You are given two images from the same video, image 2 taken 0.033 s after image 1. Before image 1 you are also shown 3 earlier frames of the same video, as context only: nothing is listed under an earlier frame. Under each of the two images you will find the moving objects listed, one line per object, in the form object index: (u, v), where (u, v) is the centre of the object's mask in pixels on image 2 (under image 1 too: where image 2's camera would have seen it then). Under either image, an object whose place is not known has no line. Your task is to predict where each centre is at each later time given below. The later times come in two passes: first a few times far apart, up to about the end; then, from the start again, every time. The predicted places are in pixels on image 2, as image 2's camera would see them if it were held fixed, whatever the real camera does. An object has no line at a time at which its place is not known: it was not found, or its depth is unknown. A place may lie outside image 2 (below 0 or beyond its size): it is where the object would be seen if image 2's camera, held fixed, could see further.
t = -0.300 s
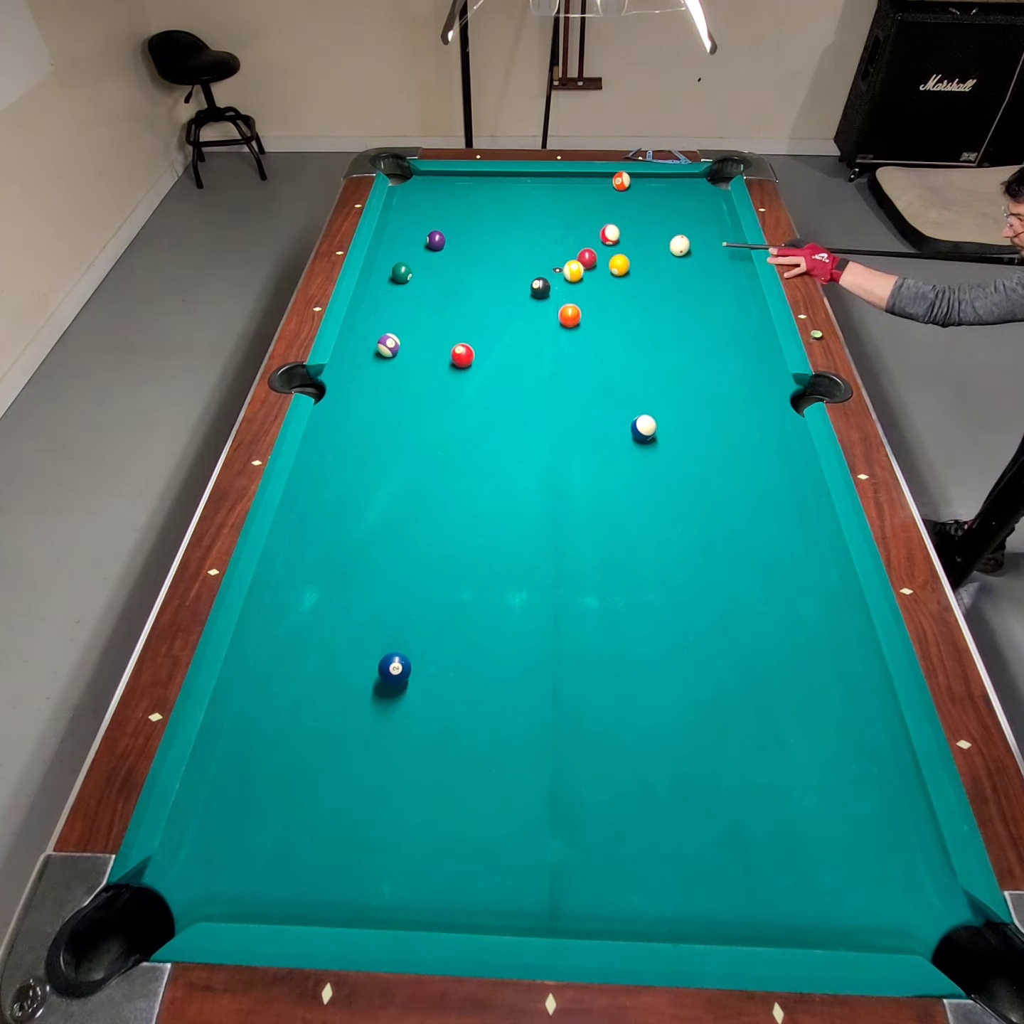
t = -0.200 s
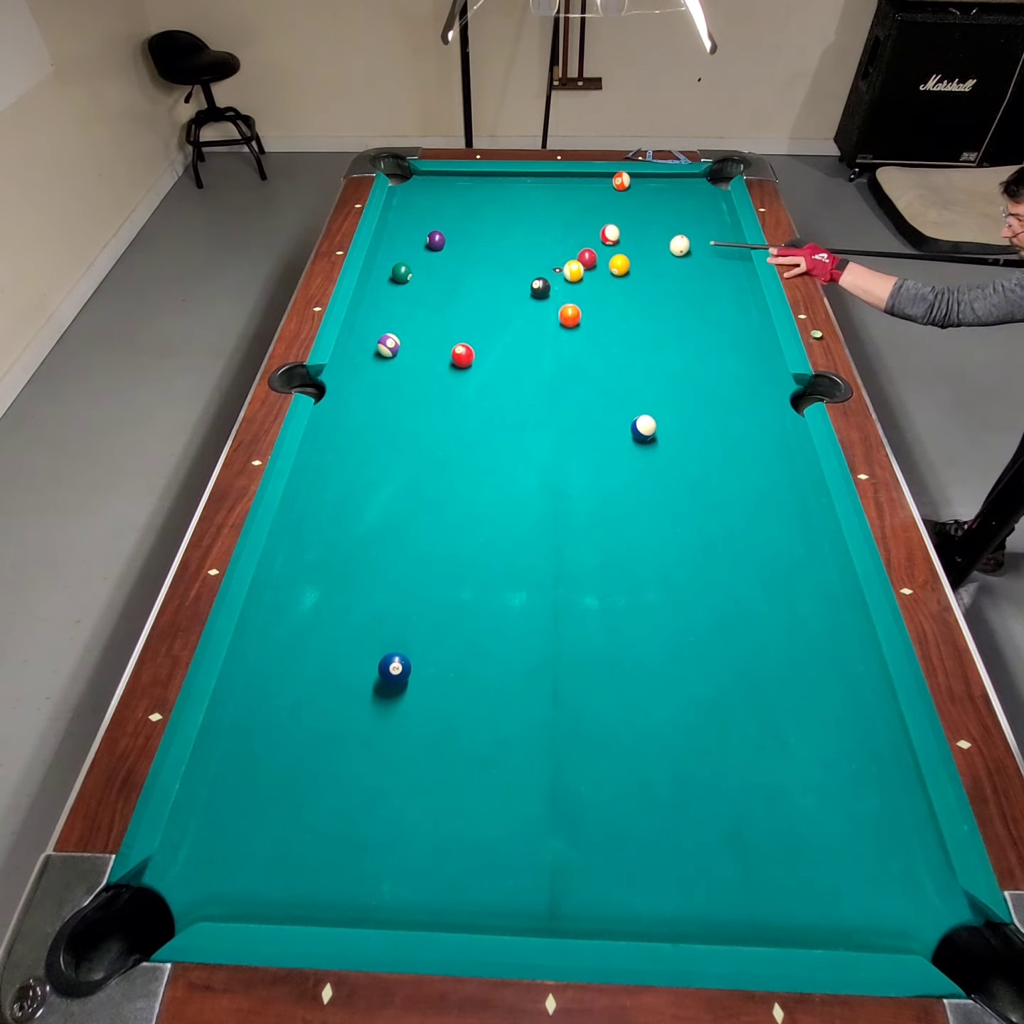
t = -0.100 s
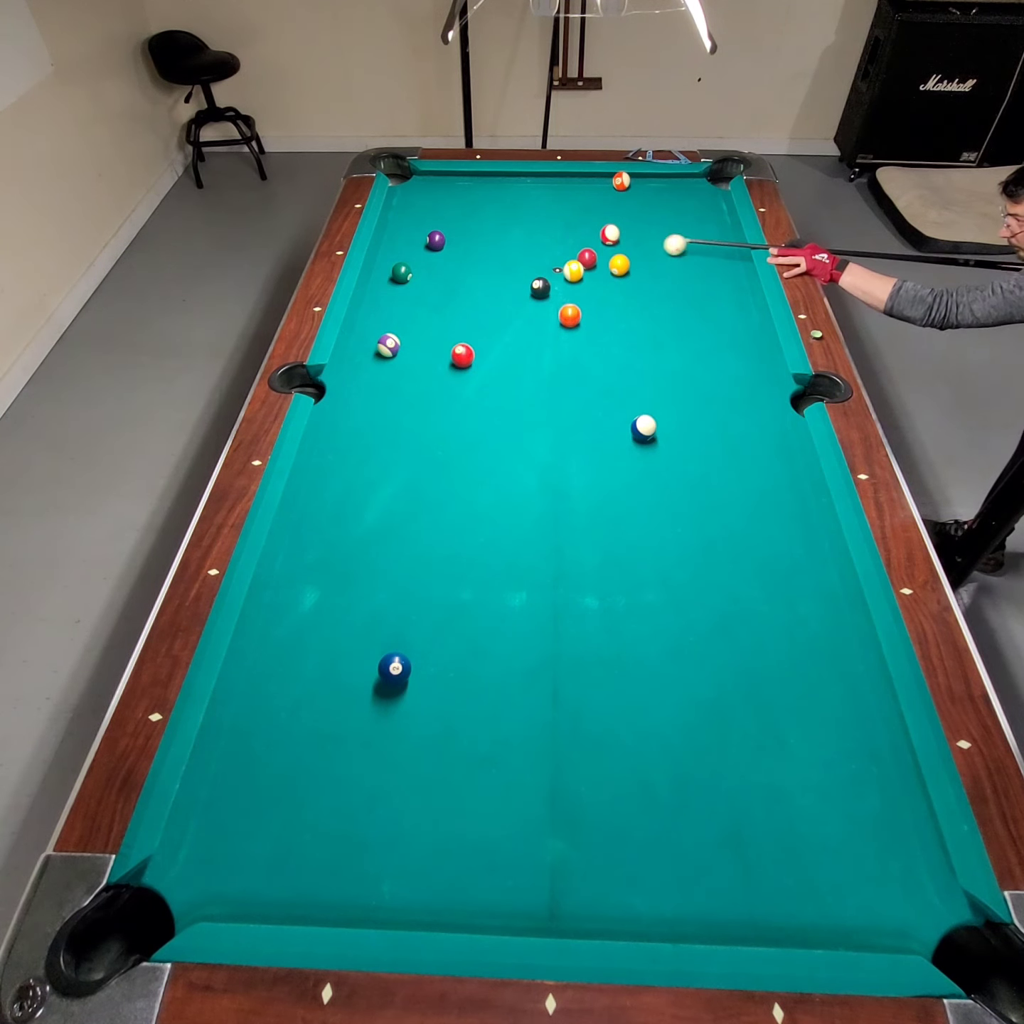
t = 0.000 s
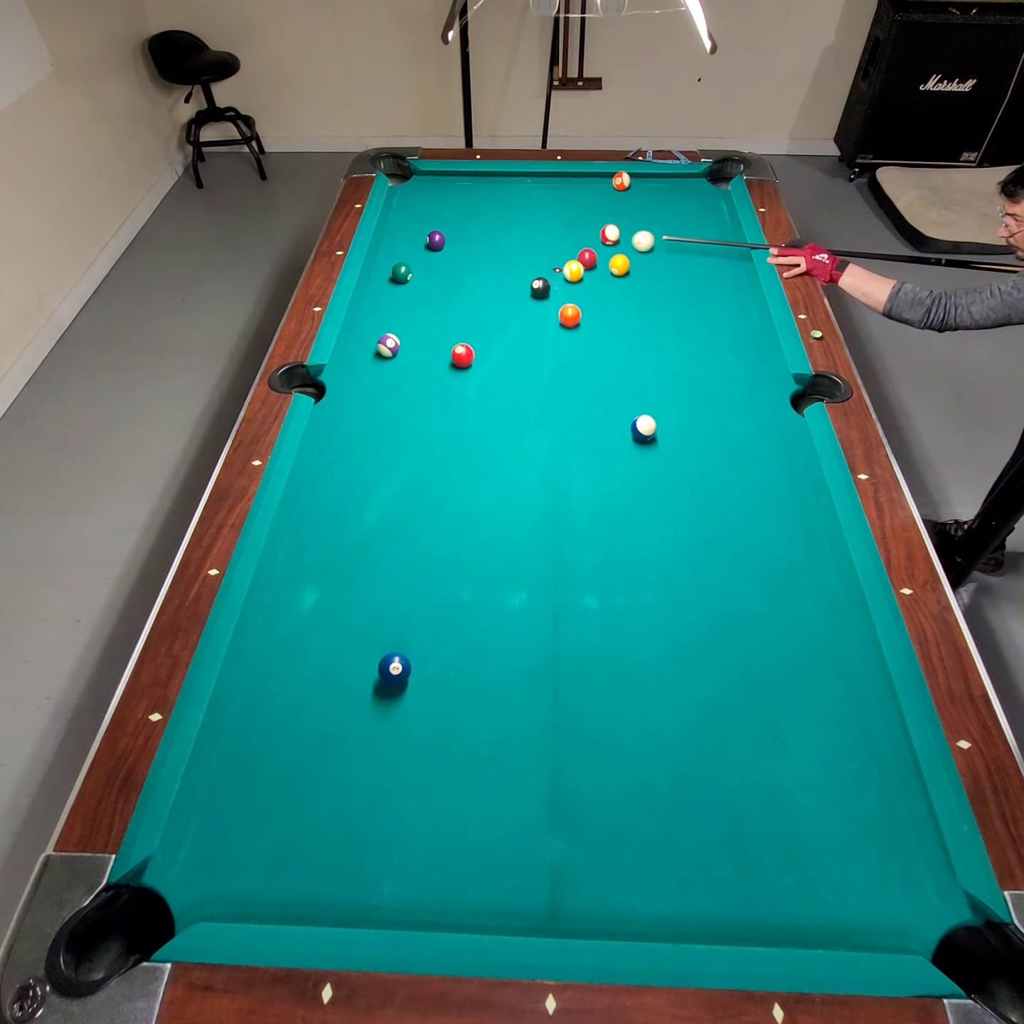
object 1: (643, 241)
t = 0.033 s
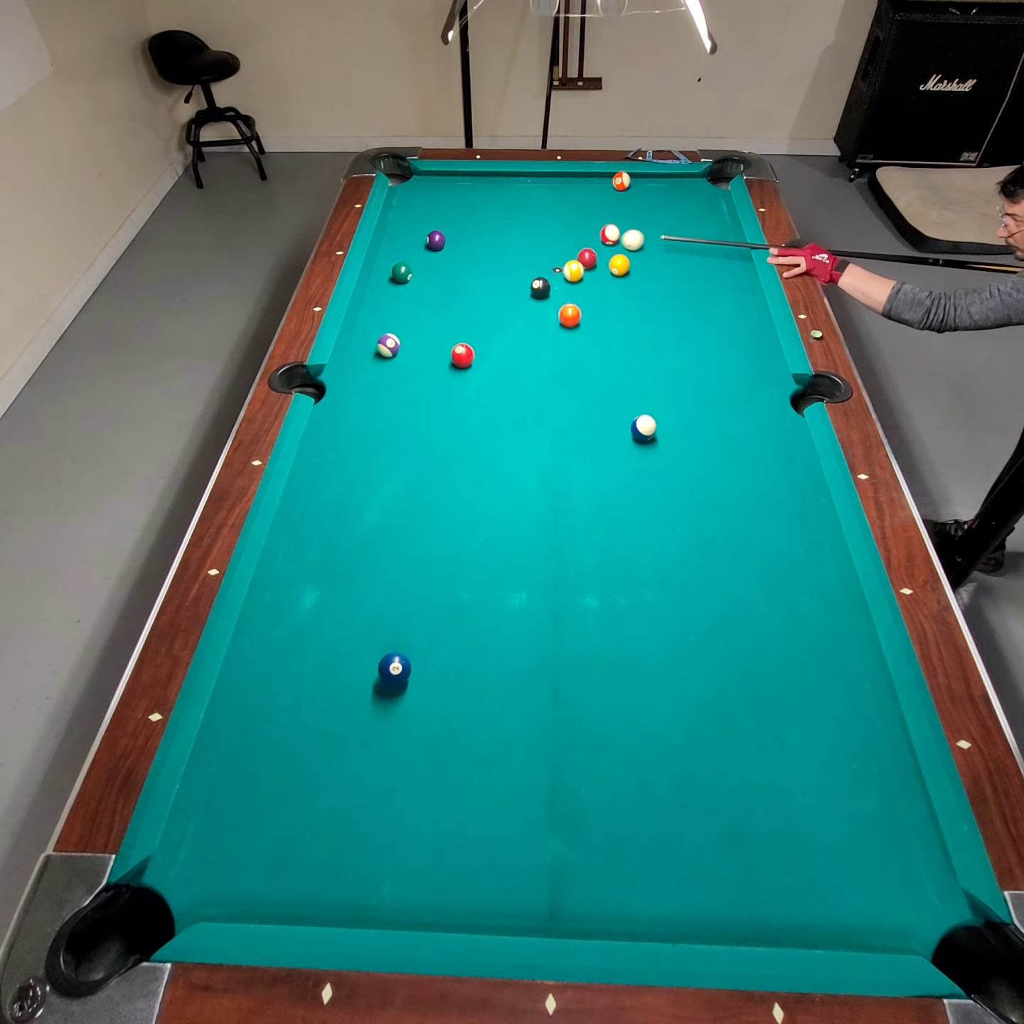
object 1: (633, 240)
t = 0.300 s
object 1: (605, 244)
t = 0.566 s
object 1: (580, 246)
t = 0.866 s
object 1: (556, 249)
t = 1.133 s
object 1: (538, 250)
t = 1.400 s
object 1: (522, 251)
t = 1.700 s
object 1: (507, 251)
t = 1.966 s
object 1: (497, 252)
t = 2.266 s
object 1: (489, 253)
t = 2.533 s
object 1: (485, 253)
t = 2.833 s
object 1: (484, 254)
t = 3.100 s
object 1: (485, 254)
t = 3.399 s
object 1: (485, 254)
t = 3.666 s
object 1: (485, 254)
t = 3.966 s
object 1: (485, 254)
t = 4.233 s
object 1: (485, 254)
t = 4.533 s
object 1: (485, 254)
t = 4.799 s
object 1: (485, 254)
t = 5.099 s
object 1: (485, 254)
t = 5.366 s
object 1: (485, 254)
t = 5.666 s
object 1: (485, 254)
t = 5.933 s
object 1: (485, 254)
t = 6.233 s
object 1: (485, 254)
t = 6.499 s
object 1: (485, 254)
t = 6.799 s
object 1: (485, 254)
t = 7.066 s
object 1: (485, 254)
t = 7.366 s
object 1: (485, 254)
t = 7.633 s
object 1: (485, 254)
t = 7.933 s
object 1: (485, 254)
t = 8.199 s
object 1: (485, 254)
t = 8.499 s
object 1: (485, 254)
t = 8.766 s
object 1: (485, 254)
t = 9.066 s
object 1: (485, 254)
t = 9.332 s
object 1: (485, 254)
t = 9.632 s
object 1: (485, 254)
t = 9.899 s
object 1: (485, 254)
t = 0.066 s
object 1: (626, 240)
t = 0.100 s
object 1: (624, 241)
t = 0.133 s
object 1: (622, 241)
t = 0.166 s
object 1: (618, 242)
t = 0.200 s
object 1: (615, 242)
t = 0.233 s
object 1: (612, 243)
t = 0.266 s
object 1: (609, 244)
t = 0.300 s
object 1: (605, 244)
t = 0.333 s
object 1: (602, 245)
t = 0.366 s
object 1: (599, 245)
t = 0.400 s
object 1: (597, 245)
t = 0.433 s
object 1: (594, 245)
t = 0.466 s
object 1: (590, 244)
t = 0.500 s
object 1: (586, 244)
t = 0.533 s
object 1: (583, 245)
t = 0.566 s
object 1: (580, 246)
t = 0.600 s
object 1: (577, 247)
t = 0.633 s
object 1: (574, 248)
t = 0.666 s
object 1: (572, 248)
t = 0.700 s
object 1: (569, 249)
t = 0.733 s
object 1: (567, 249)
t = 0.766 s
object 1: (564, 249)
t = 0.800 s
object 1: (561, 249)
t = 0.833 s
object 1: (559, 249)
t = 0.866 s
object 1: (556, 249)
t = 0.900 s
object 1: (554, 249)
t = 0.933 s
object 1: (551, 249)
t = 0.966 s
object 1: (549, 249)
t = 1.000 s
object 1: (547, 250)
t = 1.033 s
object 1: (544, 250)
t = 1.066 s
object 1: (542, 250)
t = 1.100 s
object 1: (540, 250)
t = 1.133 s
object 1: (538, 250)
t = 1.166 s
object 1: (535, 250)
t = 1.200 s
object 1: (533, 250)
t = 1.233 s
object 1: (531, 250)
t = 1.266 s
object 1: (529, 250)
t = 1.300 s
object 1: (527, 250)
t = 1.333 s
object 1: (525, 250)
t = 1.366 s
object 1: (523, 251)
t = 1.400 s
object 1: (522, 251)
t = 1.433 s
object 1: (520, 251)
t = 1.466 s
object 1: (518, 251)
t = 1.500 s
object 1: (516, 251)
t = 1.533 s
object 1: (515, 251)
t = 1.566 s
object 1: (513, 251)
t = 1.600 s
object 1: (511, 251)
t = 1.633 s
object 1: (510, 251)
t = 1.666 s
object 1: (508, 251)
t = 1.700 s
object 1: (507, 251)
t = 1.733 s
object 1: (506, 252)
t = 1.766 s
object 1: (504, 252)
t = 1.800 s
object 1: (503, 252)
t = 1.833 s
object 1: (502, 252)
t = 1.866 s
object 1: (501, 252)
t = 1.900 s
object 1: (499, 252)
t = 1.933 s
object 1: (498, 252)
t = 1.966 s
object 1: (497, 252)
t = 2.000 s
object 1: (496, 252)
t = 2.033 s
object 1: (495, 252)
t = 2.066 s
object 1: (494, 252)
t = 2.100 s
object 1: (493, 252)
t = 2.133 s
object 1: (492, 253)
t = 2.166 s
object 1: (491, 252)
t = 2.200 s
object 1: (491, 253)
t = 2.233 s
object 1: (490, 253)
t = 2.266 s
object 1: (489, 253)
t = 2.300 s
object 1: (488, 253)
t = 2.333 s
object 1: (488, 253)
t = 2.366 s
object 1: (487, 253)
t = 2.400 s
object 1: (487, 253)
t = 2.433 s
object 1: (486, 253)
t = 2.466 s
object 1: (486, 253)
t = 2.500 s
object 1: (485, 253)
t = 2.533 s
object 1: (485, 253)
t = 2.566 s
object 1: (485, 254)
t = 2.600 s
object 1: (485, 254)
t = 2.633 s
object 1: (484, 254)
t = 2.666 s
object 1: (484, 254)
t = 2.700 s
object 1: (484, 254)
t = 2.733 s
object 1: (484, 254)
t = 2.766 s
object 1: (484, 254)
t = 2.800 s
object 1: (484, 254)
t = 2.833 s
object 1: (484, 254)
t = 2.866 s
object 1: (484, 254)
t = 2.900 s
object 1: (484, 254)
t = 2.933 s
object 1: (484, 254)
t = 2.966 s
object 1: (484, 254)
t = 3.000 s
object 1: (484, 254)
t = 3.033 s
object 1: (484, 254)
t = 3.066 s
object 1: (485, 254)
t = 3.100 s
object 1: (485, 254)
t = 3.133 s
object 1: (485, 254)
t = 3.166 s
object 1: (485, 254)
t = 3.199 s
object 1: (485, 254)
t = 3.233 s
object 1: (485, 254)
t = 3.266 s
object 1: (485, 254)
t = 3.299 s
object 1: (485, 254)
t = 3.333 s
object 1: (485, 254)
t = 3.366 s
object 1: (485, 254)
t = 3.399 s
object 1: (485, 254)
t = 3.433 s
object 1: (485, 254)
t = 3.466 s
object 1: (485, 254)
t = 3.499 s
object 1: (485, 254)
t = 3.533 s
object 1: (485, 254)
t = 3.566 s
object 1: (485, 254)
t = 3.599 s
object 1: (485, 254)
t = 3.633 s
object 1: (485, 254)
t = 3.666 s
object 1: (485, 254)
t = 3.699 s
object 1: (485, 254)
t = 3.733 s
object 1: (485, 254)
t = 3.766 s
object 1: (485, 254)
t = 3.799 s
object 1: (485, 254)
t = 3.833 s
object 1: (485, 254)
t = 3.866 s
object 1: (485, 254)
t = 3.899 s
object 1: (485, 254)
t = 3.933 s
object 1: (485, 254)
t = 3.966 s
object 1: (485, 254)
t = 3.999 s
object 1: (485, 254)
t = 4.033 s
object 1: (485, 254)
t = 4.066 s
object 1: (485, 254)
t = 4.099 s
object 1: (485, 254)
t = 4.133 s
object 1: (485, 254)
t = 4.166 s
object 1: (485, 254)
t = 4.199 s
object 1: (485, 254)
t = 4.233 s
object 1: (485, 254)
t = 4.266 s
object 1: (485, 254)
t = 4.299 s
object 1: (485, 254)
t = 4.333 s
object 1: (485, 254)
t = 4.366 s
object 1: (485, 254)
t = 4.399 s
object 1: (485, 254)
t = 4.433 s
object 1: (485, 254)
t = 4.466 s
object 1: (485, 254)
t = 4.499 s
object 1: (485, 254)
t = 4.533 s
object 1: (485, 254)
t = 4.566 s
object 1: (485, 254)
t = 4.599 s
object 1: (485, 254)
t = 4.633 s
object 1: (485, 254)
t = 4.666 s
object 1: (485, 254)
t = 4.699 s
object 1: (485, 254)
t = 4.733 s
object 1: (485, 254)
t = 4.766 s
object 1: (485, 254)
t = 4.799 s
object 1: (485, 254)
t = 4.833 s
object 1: (485, 254)
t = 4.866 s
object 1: (485, 254)
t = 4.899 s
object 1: (485, 254)
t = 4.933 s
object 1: (485, 254)
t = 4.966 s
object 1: (485, 254)
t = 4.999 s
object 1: (485, 254)
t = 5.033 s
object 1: (485, 254)
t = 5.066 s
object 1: (485, 254)
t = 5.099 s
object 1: (485, 254)
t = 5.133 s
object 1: (485, 254)
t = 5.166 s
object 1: (485, 254)
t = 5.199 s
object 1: (485, 254)
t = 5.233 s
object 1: (485, 254)
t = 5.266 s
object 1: (485, 254)
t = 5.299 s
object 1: (485, 254)
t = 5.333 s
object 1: (485, 254)
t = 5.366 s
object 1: (485, 254)
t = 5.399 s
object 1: (485, 254)
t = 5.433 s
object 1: (485, 254)
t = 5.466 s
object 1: (485, 254)
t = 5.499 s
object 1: (485, 254)
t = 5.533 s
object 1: (485, 254)
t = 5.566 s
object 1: (485, 254)
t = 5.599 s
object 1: (485, 254)
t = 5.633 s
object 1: (485, 254)
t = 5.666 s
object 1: (485, 254)
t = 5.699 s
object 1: (485, 254)
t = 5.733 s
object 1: (485, 254)
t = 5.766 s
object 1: (485, 254)
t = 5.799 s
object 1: (485, 254)
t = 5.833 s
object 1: (485, 254)
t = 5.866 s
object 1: (485, 254)
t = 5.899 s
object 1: (485, 254)
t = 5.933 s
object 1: (485, 254)
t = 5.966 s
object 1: (485, 254)
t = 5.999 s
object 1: (485, 254)
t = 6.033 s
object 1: (485, 254)
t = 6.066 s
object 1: (485, 254)
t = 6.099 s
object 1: (485, 254)
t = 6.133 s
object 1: (485, 254)
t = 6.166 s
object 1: (485, 254)
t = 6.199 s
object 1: (485, 254)
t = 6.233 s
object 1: (485, 254)
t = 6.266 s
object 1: (485, 254)
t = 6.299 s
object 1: (485, 254)
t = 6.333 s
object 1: (485, 254)
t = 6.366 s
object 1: (485, 254)
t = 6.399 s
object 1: (485, 254)
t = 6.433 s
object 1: (485, 254)
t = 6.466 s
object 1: (485, 254)
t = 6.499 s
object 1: (485, 254)
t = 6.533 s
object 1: (485, 254)
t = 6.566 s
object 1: (485, 254)
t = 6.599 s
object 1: (485, 254)
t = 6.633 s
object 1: (485, 254)
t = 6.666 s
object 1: (485, 254)
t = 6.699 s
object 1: (485, 254)
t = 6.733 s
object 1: (485, 254)
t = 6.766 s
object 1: (485, 254)
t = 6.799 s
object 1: (485, 254)
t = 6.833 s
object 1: (485, 254)
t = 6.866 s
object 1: (485, 254)
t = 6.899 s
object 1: (485, 254)
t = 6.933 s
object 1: (485, 254)
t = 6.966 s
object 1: (485, 254)
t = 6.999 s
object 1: (485, 254)
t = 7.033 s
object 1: (485, 254)
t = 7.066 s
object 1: (485, 254)
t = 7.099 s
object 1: (485, 254)
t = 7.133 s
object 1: (485, 254)
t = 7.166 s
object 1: (485, 254)
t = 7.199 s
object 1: (485, 254)
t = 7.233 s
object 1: (485, 254)
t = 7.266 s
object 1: (485, 254)
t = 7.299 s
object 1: (485, 254)
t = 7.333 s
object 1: (485, 254)
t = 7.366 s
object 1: (485, 254)
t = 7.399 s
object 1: (485, 254)
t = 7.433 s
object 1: (485, 254)
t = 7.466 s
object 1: (485, 254)
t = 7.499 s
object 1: (485, 254)
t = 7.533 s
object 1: (485, 254)
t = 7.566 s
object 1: (485, 254)
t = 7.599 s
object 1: (485, 254)
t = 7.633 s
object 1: (485, 254)
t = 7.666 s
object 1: (485, 254)
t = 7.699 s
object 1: (485, 254)
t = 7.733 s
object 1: (485, 254)
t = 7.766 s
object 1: (485, 254)
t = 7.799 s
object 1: (485, 254)
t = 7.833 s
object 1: (485, 254)
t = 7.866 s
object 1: (485, 254)
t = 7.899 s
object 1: (485, 254)
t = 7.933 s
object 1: (485, 254)
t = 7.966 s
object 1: (485, 254)
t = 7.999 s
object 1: (485, 254)
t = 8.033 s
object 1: (485, 254)
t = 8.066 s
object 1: (485, 254)
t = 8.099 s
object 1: (485, 254)
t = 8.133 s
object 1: (485, 254)
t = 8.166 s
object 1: (485, 254)
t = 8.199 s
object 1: (485, 254)
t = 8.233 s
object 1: (485, 254)
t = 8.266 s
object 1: (485, 254)
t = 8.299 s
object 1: (485, 254)
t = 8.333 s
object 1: (485, 254)
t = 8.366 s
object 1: (485, 254)
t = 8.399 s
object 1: (485, 254)
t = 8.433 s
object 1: (485, 254)
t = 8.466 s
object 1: (485, 254)
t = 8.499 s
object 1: (485, 254)
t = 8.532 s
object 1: (485, 254)
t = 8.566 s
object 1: (485, 254)
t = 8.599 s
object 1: (485, 254)
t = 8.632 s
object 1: (485, 254)
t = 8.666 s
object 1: (485, 254)
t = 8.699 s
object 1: (485, 254)
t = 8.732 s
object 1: (485, 254)
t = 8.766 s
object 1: (485, 254)
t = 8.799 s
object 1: (485, 254)
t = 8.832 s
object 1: (485, 254)
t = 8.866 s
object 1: (485, 254)
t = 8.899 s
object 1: (485, 254)
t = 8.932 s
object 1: (485, 254)
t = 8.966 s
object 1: (485, 254)
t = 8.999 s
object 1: (485, 254)
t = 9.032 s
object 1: (485, 254)
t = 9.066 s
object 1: (485, 254)
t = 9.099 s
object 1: (485, 254)
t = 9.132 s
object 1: (485, 254)
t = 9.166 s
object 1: (485, 254)
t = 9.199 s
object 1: (485, 254)
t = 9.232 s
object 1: (485, 254)
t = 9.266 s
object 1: (485, 254)
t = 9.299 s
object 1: (485, 254)
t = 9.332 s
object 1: (485, 254)
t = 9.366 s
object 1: (485, 254)
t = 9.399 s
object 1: (485, 254)
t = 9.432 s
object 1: (485, 254)
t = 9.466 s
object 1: (485, 254)
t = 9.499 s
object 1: (485, 254)
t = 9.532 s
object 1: (485, 254)
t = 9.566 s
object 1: (485, 254)
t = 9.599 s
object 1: (485, 254)
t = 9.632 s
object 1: (485, 254)
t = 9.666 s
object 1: (485, 254)
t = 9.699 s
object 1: (485, 254)
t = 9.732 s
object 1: (485, 254)
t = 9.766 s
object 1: (485, 254)
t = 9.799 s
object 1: (485, 254)
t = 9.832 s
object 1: (485, 254)
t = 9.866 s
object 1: (485, 254)
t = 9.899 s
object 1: (485, 254)
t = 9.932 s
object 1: (485, 254)
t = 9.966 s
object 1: (485, 254)
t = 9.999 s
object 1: (485, 254)
